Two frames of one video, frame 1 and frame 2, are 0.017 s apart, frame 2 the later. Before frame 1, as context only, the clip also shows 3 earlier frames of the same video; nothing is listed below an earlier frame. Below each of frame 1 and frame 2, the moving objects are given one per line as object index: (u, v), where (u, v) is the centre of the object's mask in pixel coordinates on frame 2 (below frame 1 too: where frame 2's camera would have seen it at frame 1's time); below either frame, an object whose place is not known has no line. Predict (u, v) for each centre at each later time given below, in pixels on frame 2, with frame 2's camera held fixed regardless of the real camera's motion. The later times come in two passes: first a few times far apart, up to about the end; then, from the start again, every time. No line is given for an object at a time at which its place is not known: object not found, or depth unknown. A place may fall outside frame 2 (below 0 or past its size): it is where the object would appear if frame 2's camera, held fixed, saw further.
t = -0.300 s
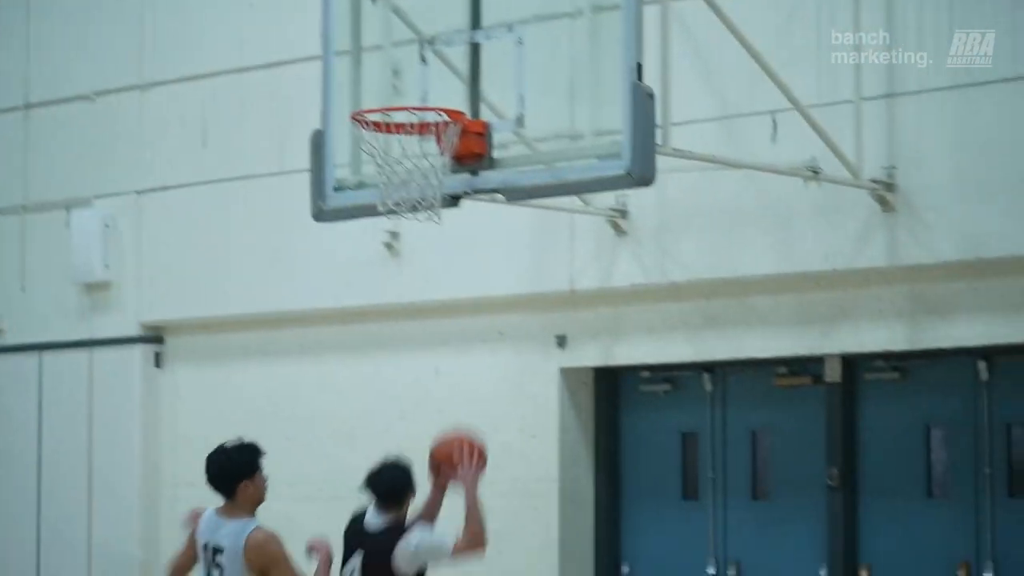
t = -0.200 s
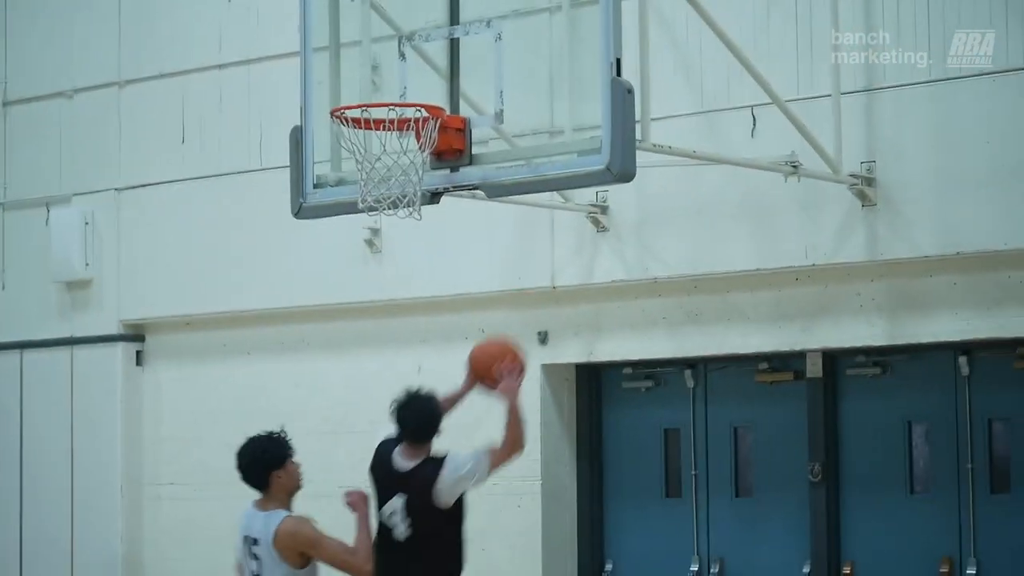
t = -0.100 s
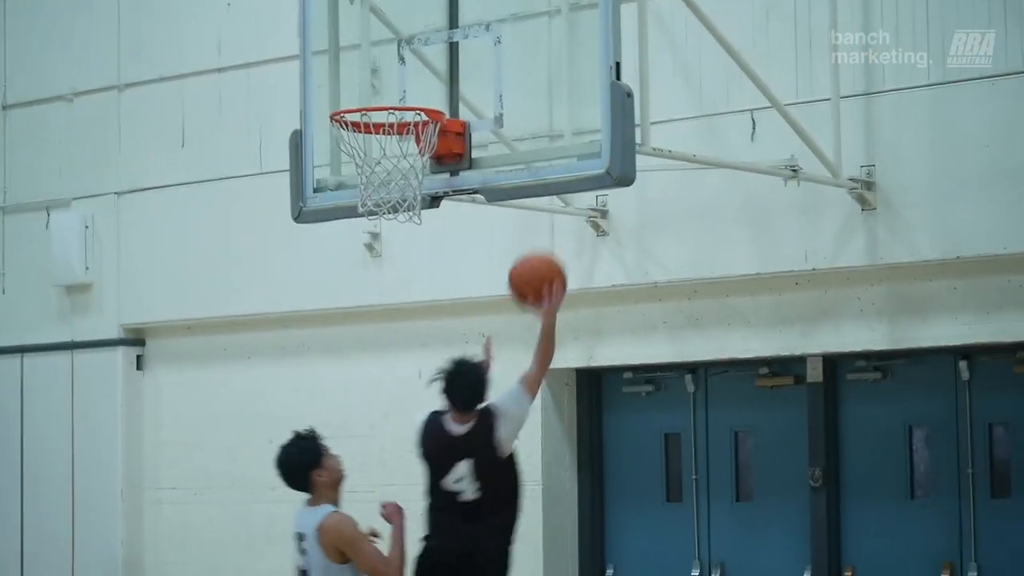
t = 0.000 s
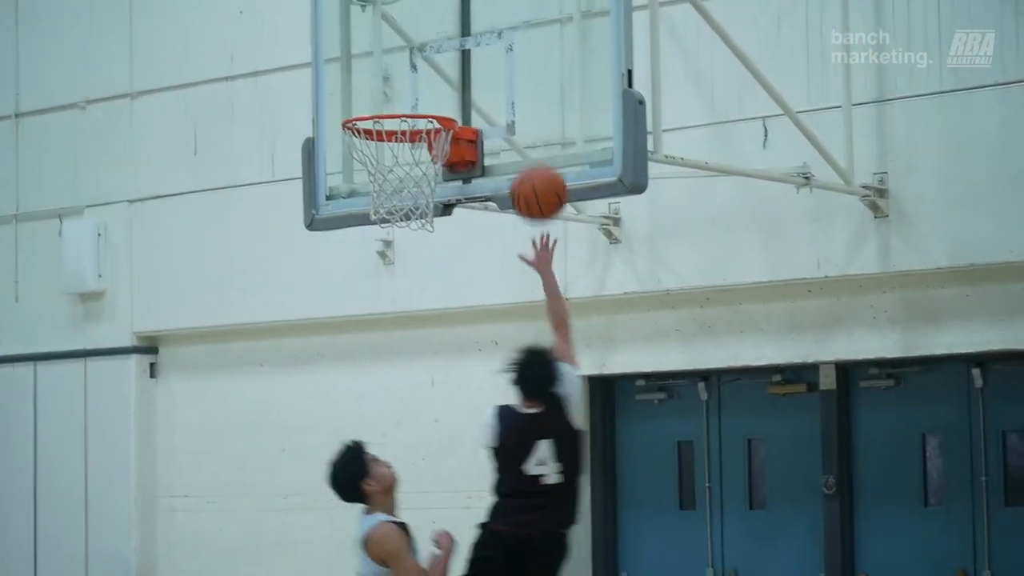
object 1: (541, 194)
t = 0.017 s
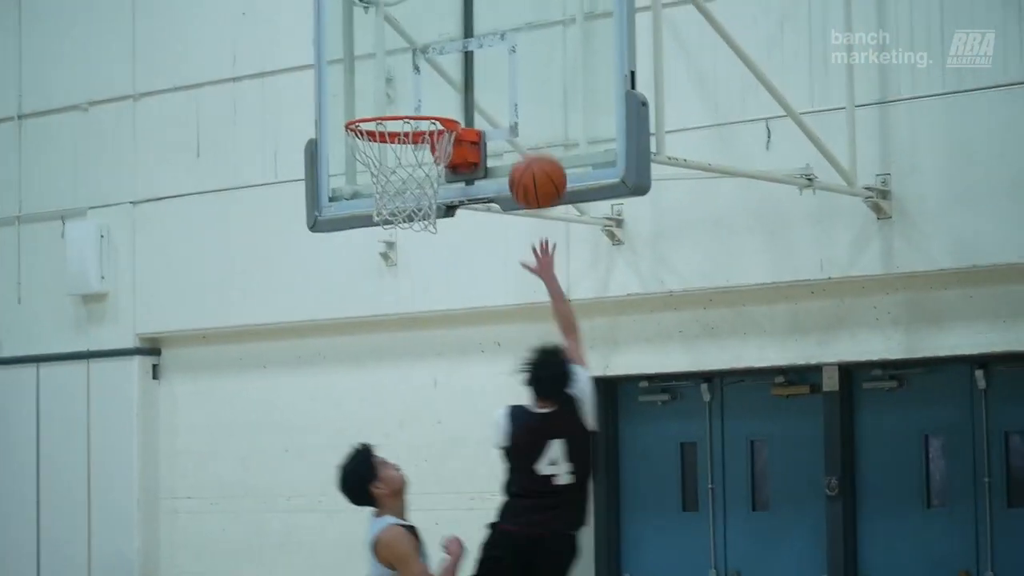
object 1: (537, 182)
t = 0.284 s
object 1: (469, 78)
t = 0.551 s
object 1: (378, 162)
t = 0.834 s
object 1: (385, 267)
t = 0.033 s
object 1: (534, 168)
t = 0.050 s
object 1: (530, 156)
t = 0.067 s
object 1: (527, 145)
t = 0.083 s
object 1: (524, 134)
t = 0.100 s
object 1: (520, 124)
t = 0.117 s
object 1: (517, 115)
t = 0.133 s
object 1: (514, 107)
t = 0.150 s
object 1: (510, 99)
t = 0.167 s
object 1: (507, 92)
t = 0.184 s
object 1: (502, 88)
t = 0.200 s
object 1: (496, 85)
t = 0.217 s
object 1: (491, 83)
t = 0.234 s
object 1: (485, 81)
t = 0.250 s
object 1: (479, 80)
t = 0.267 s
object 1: (474, 79)
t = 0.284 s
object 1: (469, 78)
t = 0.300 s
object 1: (463, 79)
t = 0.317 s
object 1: (457, 80)
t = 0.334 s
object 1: (451, 82)
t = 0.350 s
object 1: (445, 84)
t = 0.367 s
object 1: (440, 87)
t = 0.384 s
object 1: (434, 90)
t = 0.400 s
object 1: (428, 93)
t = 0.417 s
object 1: (422, 96)
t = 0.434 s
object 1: (417, 103)
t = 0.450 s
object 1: (410, 113)
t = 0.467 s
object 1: (406, 119)
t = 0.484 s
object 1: (400, 126)
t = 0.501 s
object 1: (394, 134)
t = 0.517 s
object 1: (387, 145)
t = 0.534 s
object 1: (381, 152)
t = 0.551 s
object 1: (378, 162)
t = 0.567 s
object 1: (375, 169)
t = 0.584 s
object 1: (373, 173)
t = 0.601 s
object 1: (372, 176)
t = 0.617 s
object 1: (372, 181)
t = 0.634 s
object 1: (372, 184)
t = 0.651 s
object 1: (373, 188)
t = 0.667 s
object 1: (374, 192)
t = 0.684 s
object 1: (375, 196)
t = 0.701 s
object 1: (378, 204)
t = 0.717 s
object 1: (378, 209)
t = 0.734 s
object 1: (379, 215)
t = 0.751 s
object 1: (380, 222)
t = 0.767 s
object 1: (381, 229)
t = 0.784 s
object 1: (382, 237)
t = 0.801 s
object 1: (383, 247)
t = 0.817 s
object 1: (384, 257)
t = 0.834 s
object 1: (385, 267)
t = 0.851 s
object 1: (386, 278)
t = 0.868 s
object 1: (387, 290)
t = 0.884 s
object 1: (389, 302)
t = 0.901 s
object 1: (389, 316)
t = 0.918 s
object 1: (391, 329)
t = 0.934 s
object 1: (392, 344)
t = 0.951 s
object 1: (393, 359)
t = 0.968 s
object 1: (394, 375)
